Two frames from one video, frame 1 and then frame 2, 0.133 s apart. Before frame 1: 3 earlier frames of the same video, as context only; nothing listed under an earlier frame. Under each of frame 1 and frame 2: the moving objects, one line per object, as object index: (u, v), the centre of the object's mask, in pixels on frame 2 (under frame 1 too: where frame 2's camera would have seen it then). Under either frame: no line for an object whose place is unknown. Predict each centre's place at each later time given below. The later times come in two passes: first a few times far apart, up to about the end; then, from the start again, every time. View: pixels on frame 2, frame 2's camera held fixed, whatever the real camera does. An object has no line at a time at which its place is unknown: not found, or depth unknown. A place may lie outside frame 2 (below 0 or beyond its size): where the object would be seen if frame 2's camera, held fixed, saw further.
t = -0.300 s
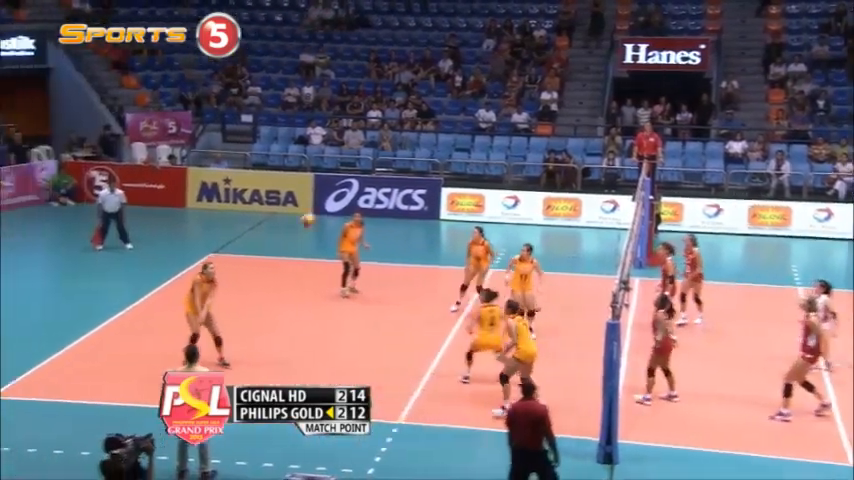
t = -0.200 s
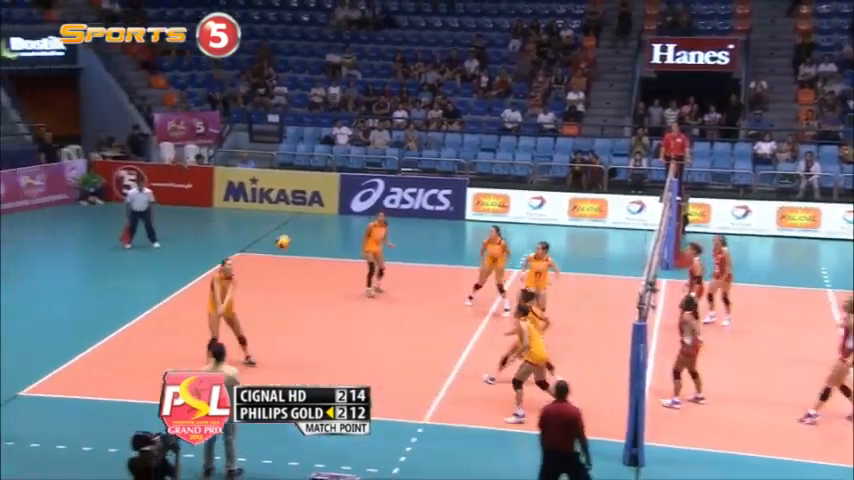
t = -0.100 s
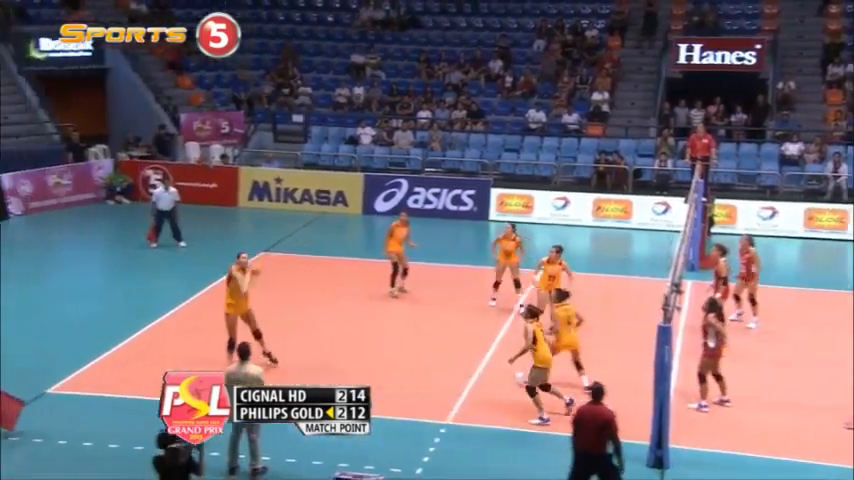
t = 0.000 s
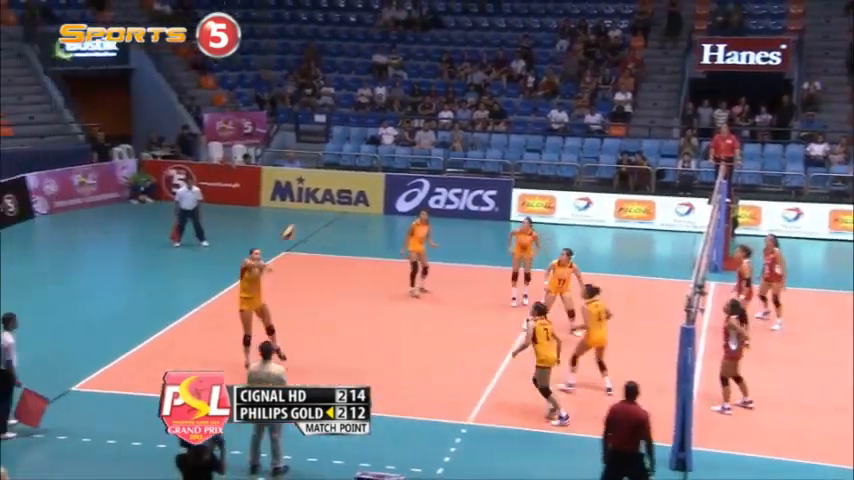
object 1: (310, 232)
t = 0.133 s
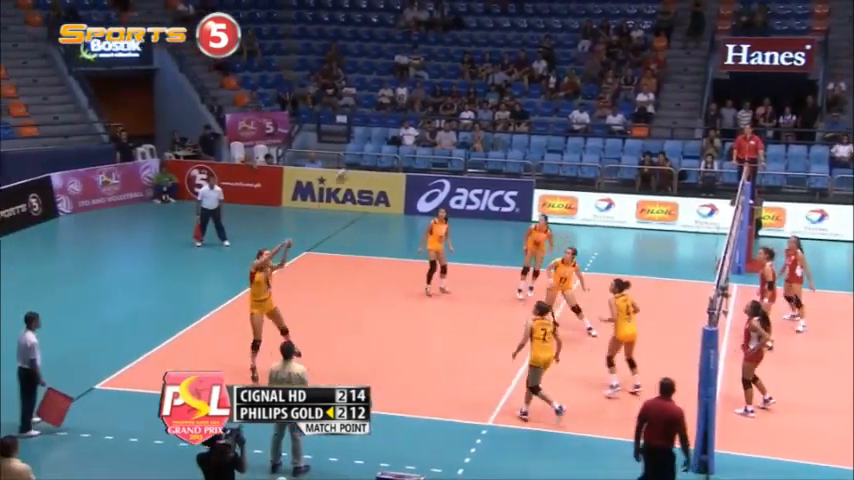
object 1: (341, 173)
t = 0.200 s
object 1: (357, 152)
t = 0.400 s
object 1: (402, 96)
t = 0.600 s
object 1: (444, 69)
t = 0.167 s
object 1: (350, 163)
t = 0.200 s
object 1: (357, 152)
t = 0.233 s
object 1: (365, 140)
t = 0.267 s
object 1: (373, 129)
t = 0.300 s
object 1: (380, 120)
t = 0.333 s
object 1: (388, 112)
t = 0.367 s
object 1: (396, 104)
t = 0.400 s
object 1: (402, 96)
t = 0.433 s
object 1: (409, 90)
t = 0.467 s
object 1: (417, 83)
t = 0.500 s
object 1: (423, 80)
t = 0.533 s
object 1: (430, 75)
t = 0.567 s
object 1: (437, 72)
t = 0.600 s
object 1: (444, 69)
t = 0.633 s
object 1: (450, 67)
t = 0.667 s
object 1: (458, 66)
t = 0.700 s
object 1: (464, 65)
